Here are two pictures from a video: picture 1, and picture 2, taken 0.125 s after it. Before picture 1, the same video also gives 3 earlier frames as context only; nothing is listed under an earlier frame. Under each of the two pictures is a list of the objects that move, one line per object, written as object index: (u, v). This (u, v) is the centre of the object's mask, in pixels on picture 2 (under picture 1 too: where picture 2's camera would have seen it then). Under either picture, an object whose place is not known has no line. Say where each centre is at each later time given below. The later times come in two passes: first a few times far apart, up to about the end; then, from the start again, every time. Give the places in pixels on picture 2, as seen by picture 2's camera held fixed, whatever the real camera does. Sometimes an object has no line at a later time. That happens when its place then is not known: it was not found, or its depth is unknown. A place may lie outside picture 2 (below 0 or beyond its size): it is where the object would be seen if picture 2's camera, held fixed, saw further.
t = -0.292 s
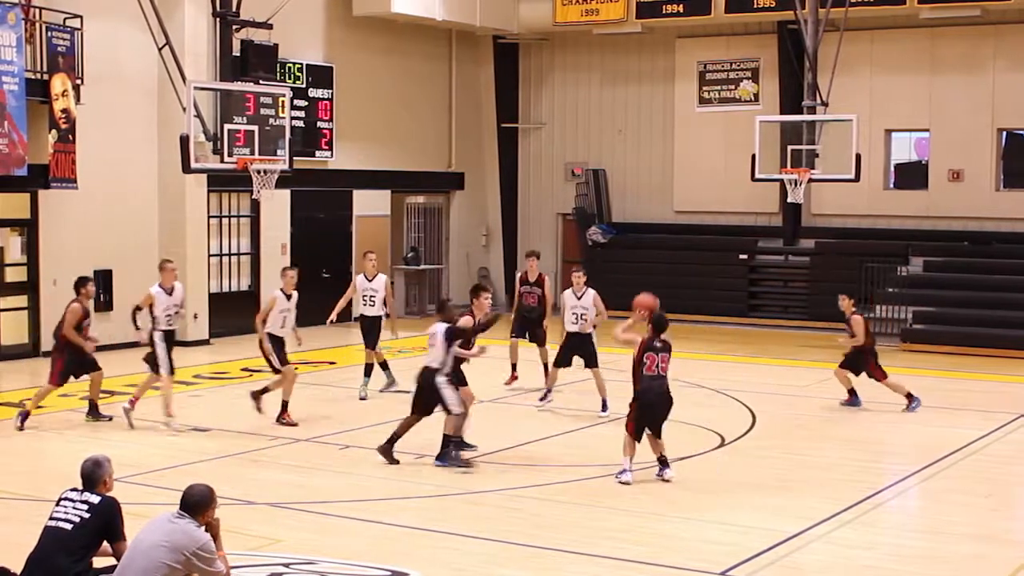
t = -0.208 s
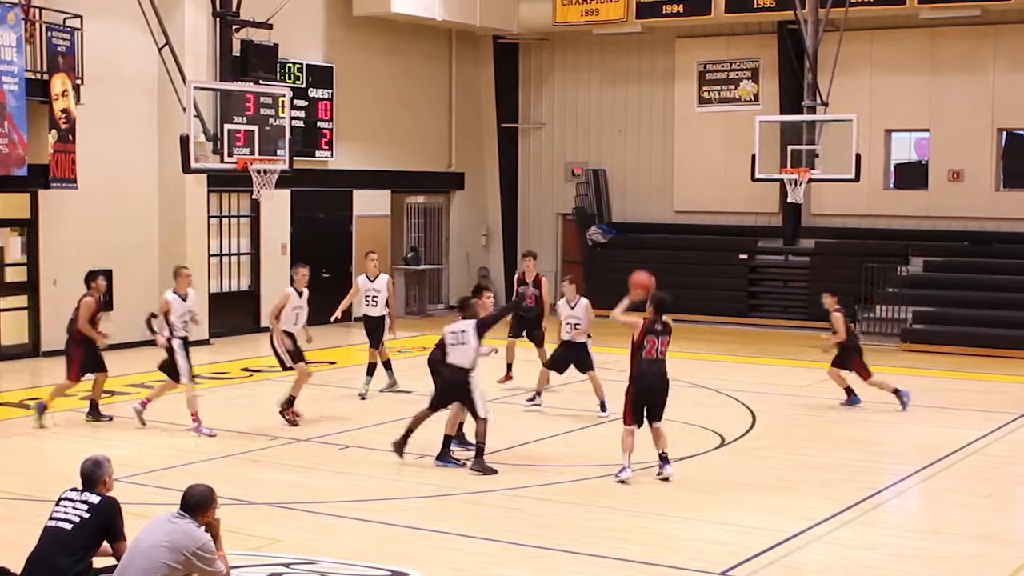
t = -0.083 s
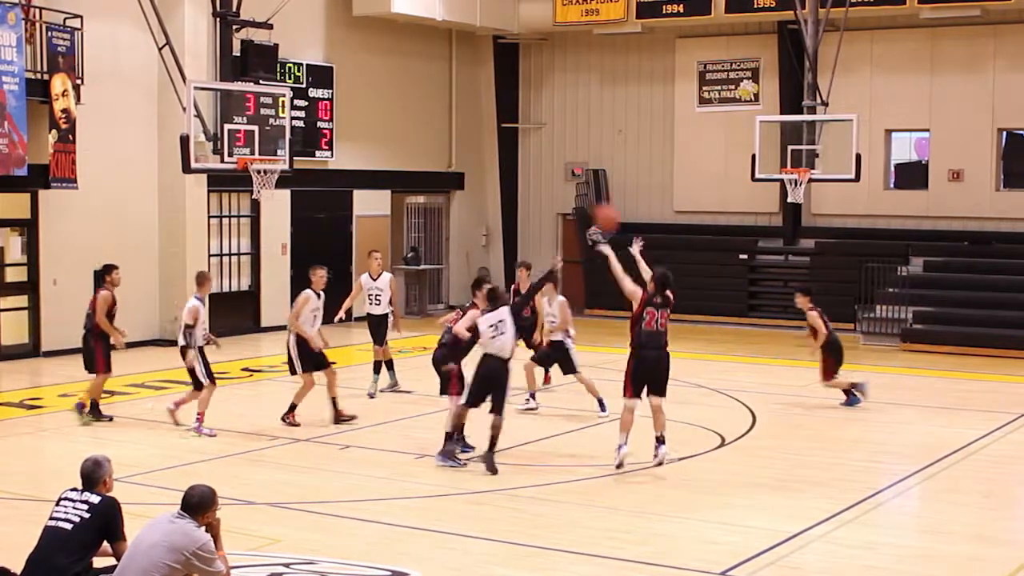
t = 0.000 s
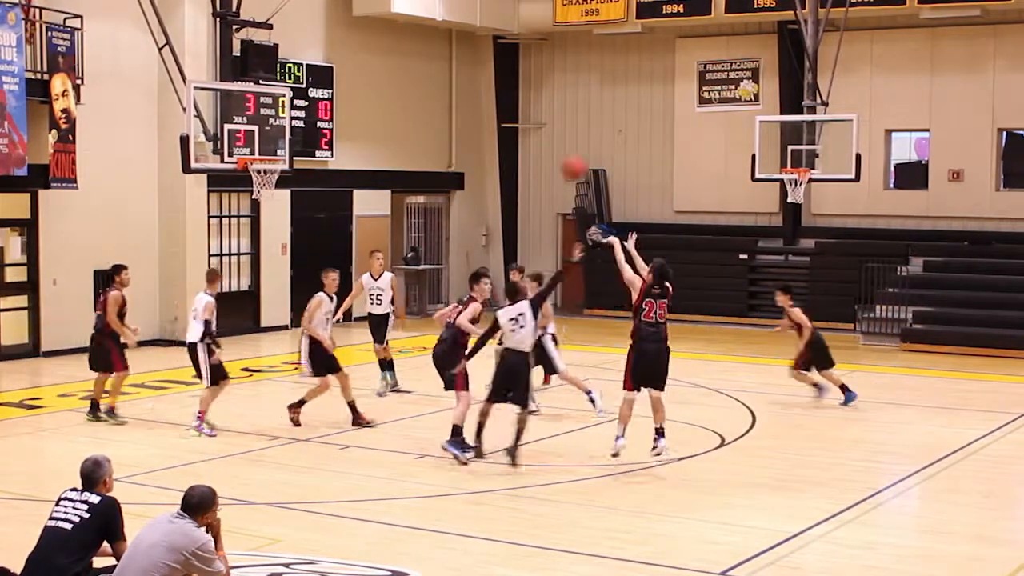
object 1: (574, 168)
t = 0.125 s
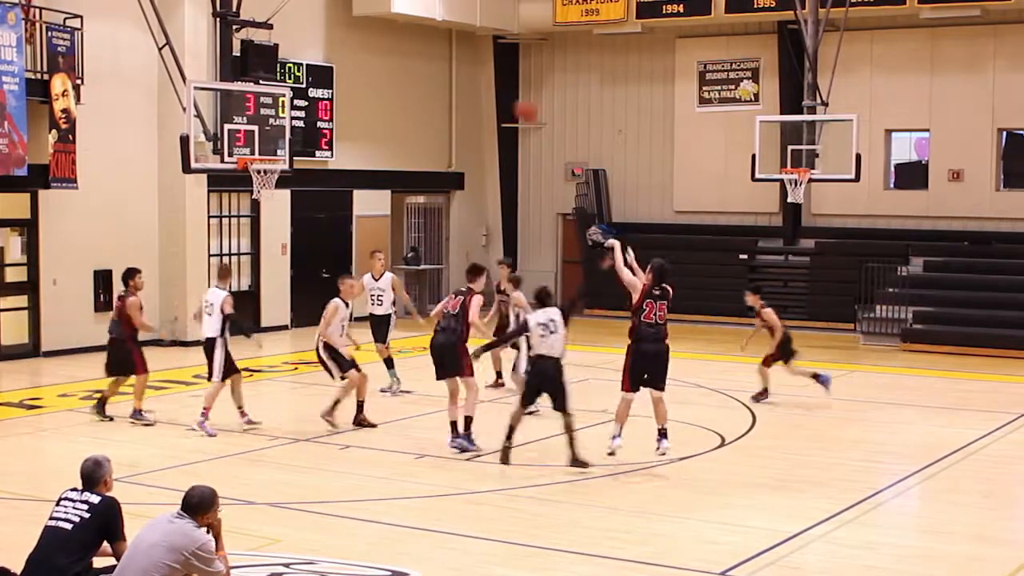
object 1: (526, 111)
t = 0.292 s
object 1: (469, 60)
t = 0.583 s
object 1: (381, 42)
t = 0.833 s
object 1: (315, 82)
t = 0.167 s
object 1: (511, 96)
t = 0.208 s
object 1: (499, 83)
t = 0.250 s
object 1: (484, 71)
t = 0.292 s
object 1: (469, 60)
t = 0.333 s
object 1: (456, 53)
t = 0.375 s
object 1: (443, 47)
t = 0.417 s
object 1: (430, 42)
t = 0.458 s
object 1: (418, 40)
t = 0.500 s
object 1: (406, 39)
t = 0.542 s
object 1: (393, 39)
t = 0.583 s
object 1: (381, 42)
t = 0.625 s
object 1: (369, 46)
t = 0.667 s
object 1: (357, 50)
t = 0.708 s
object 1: (346, 59)
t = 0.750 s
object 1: (335, 67)
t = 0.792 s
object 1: (323, 75)
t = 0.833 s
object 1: (315, 82)
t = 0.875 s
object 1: (303, 95)
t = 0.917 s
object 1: (293, 107)
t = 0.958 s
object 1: (284, 123)
